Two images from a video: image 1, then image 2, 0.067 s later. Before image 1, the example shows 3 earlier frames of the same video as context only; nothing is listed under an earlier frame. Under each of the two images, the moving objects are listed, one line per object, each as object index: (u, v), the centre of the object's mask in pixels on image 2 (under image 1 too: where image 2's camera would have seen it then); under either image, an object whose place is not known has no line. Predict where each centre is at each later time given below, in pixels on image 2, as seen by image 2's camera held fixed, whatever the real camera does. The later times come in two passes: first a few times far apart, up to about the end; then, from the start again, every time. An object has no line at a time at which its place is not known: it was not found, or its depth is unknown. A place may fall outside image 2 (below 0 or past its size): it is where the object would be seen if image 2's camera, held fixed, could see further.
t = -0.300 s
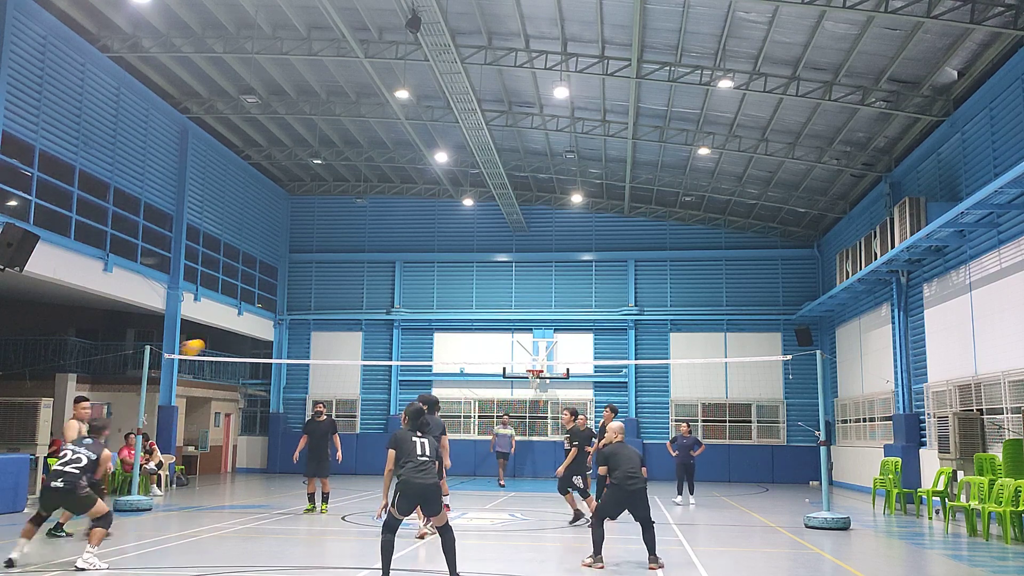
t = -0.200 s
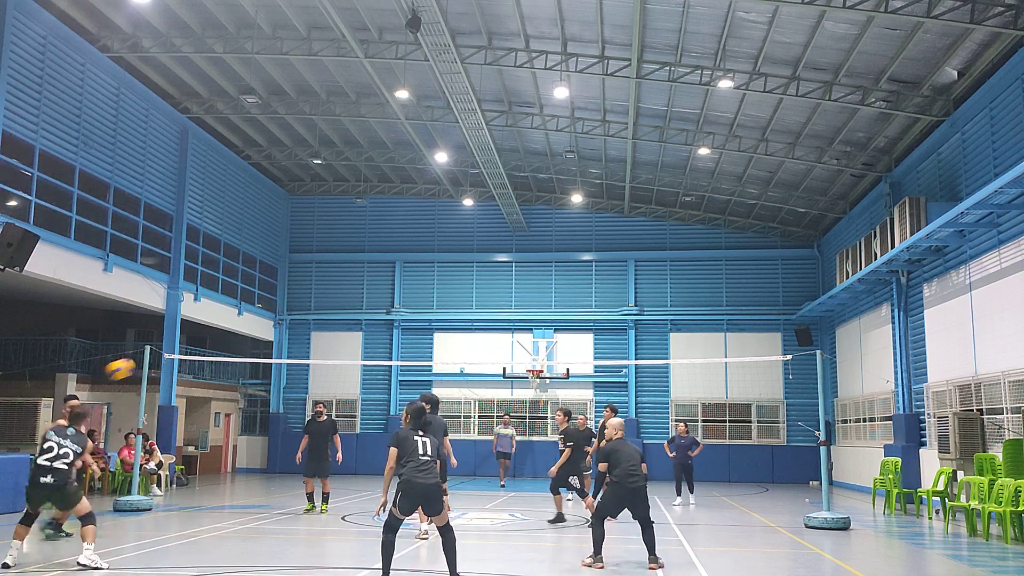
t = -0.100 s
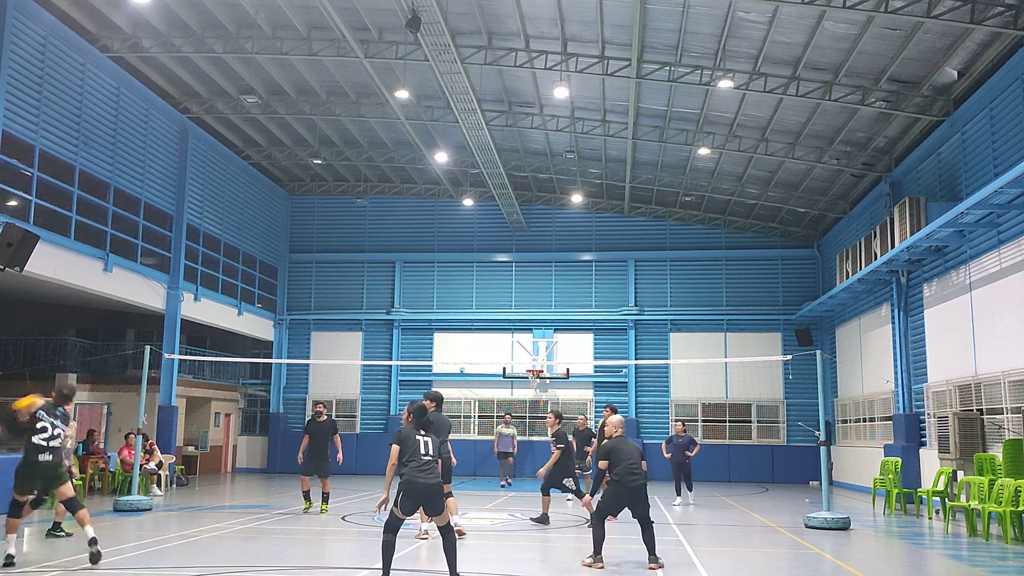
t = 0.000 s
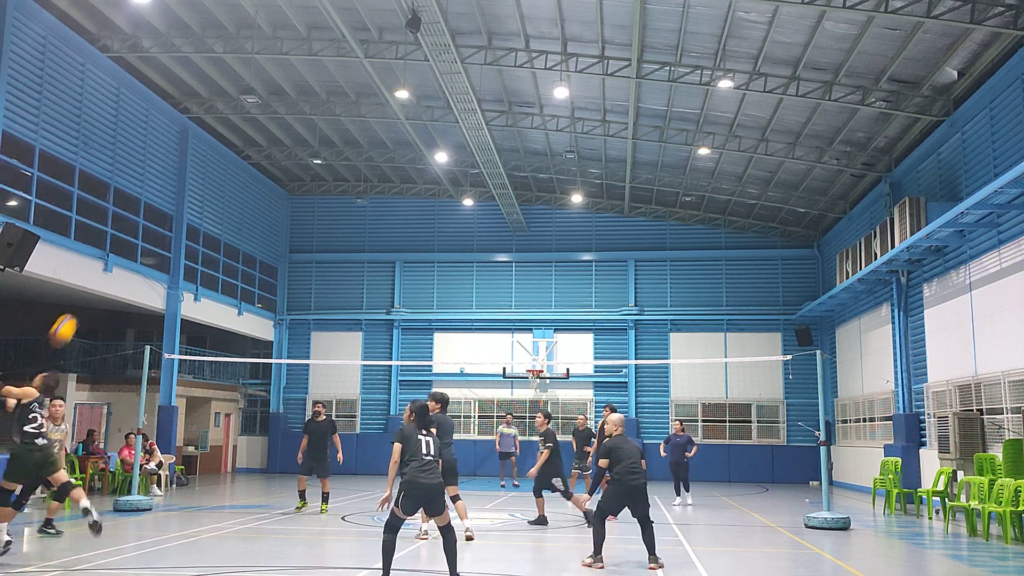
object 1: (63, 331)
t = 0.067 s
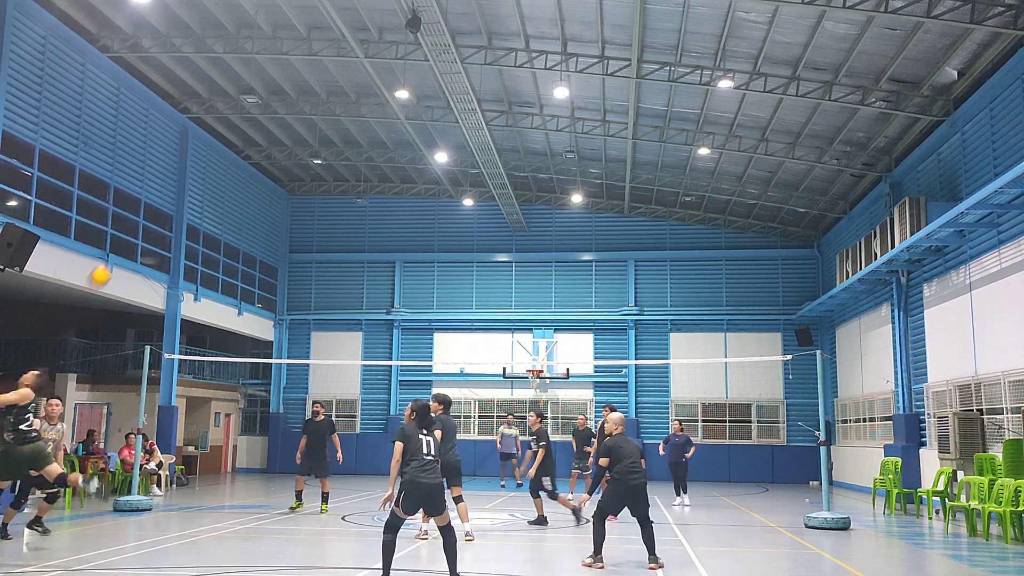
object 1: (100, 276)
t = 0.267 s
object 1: (192, 162)
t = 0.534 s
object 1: (294, 87)
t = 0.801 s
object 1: (379, 75)
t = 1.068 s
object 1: (451, 115)
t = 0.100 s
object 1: (116, 253)
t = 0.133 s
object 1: (132, 232)
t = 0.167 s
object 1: (149, 211)
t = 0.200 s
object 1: (163, 194)
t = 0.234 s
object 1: (178, 178)
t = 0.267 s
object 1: (192, 162)
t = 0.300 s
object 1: (206, 149)
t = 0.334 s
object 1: (220, 136)
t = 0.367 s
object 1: (232, 125)
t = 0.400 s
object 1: (246, 114)
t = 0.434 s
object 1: (257, 106)
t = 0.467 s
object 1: (270, 99)
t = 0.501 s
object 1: (283, 92)
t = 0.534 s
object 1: (294, 87)
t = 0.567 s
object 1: (306, 82)
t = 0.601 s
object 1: (317, 79)
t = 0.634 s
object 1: (328, 75)
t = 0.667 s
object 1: (338, 74)
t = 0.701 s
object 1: (349, 74)
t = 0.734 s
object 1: (359, 74)
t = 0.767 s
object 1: (369, 74)
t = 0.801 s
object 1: (379, 75)
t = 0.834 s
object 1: (388, 78)
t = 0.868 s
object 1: (399, 81)
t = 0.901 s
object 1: (408, 85)
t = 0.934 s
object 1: (417, 90)
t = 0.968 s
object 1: (425, 95)
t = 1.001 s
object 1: (434, 100)
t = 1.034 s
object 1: (443, 108)
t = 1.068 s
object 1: (451, 115)
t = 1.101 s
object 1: (459, 123)
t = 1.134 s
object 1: (468, 132)
